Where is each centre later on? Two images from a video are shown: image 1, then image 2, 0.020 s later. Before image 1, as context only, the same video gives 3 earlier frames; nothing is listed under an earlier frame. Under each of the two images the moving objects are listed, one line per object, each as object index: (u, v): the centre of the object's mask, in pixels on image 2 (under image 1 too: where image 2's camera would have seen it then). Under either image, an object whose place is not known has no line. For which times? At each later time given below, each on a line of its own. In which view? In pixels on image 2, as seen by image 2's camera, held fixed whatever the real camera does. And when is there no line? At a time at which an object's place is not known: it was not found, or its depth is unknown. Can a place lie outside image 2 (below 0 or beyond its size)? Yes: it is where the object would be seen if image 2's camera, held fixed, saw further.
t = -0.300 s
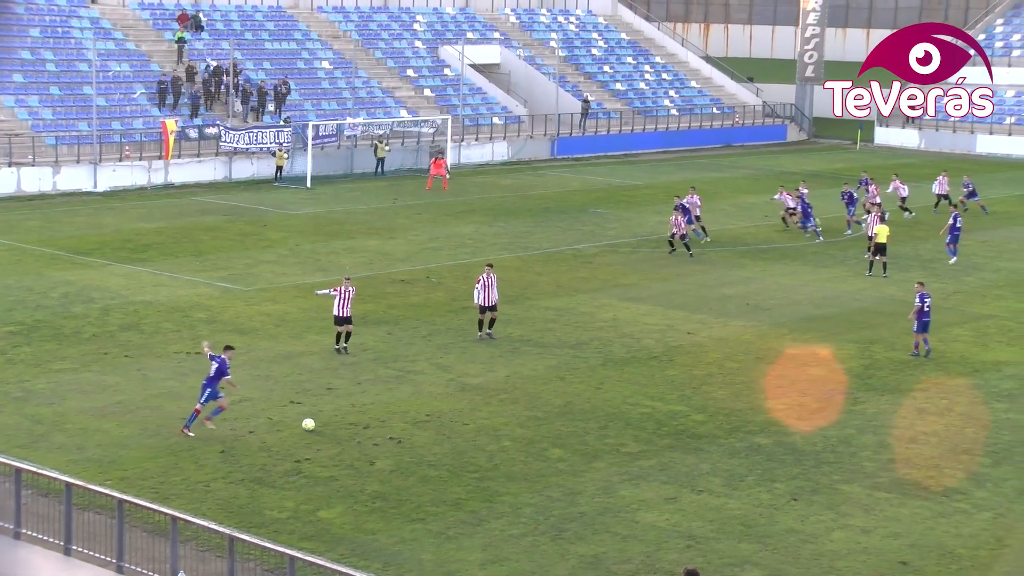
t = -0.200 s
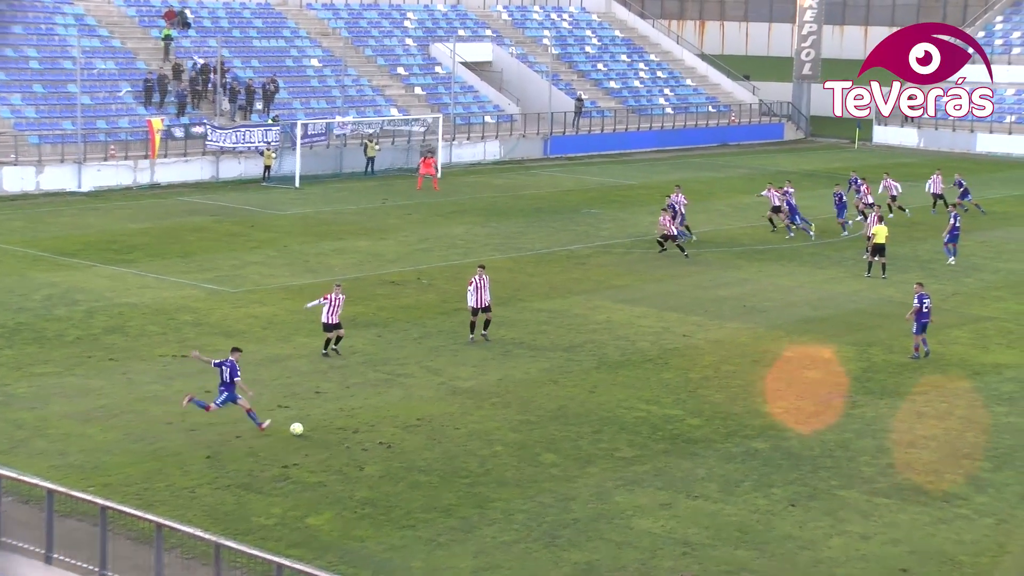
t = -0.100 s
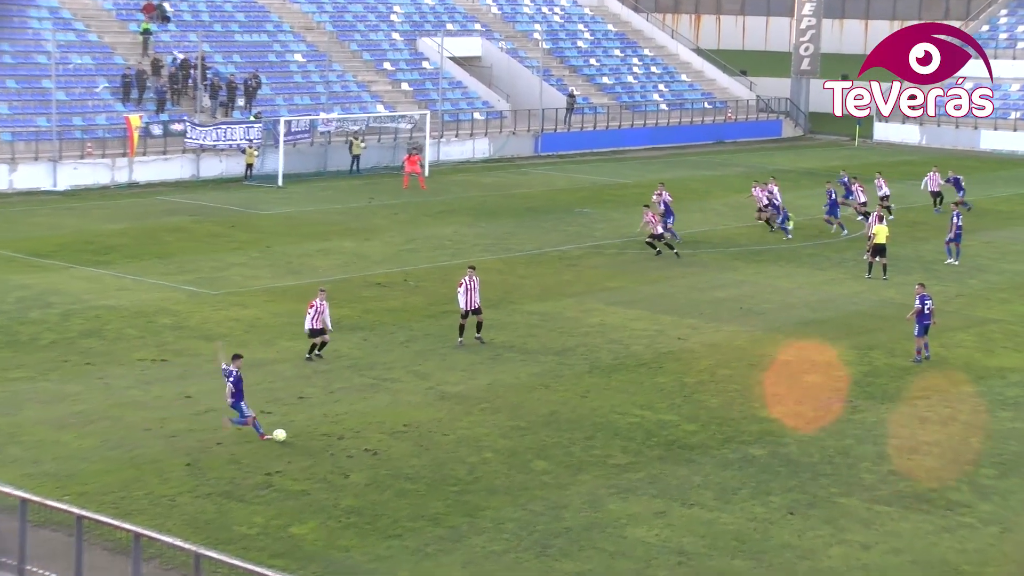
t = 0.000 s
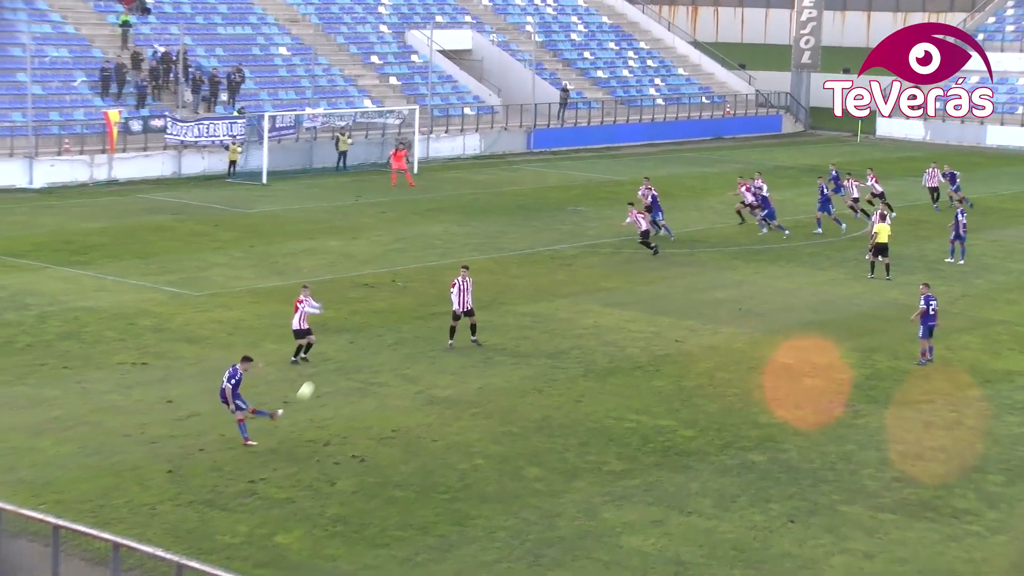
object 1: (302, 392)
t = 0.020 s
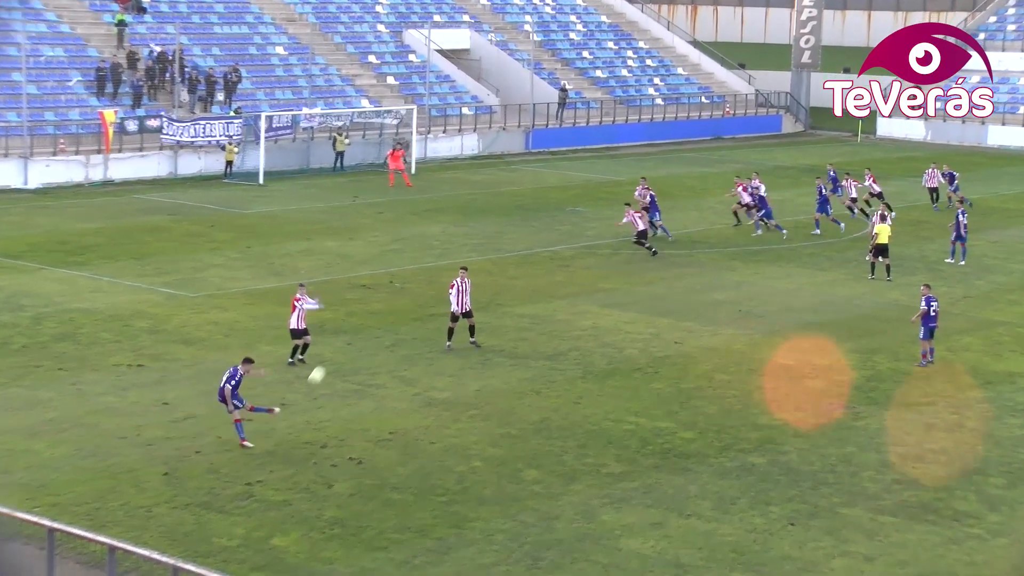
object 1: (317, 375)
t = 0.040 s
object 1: (331, 358)
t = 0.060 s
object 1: (343, 343)
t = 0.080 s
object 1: (355, 327)
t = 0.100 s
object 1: (367, 313)
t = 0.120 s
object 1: (378, 299)
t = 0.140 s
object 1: (388, 285)
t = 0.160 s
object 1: (397, 273)
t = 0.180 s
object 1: (406, 260)
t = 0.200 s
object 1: (414, 248)
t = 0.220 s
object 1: (422, 236)
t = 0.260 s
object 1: (438, 214)
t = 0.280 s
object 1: (445, 203)
